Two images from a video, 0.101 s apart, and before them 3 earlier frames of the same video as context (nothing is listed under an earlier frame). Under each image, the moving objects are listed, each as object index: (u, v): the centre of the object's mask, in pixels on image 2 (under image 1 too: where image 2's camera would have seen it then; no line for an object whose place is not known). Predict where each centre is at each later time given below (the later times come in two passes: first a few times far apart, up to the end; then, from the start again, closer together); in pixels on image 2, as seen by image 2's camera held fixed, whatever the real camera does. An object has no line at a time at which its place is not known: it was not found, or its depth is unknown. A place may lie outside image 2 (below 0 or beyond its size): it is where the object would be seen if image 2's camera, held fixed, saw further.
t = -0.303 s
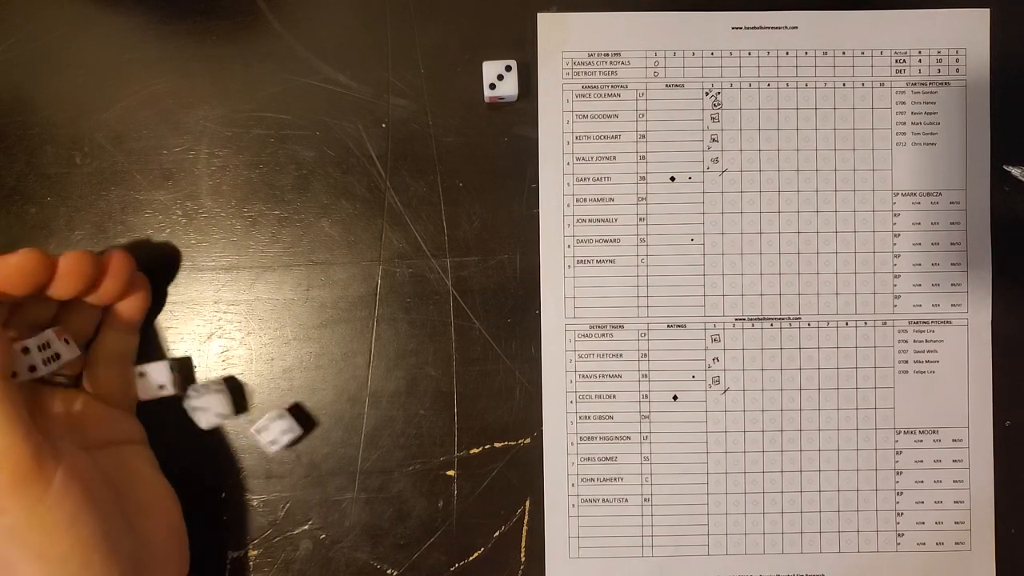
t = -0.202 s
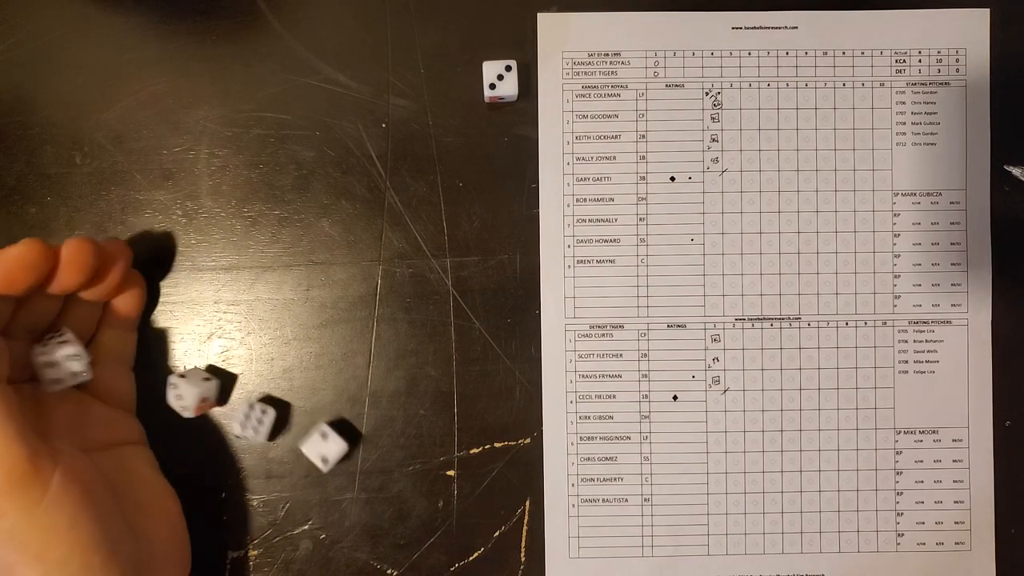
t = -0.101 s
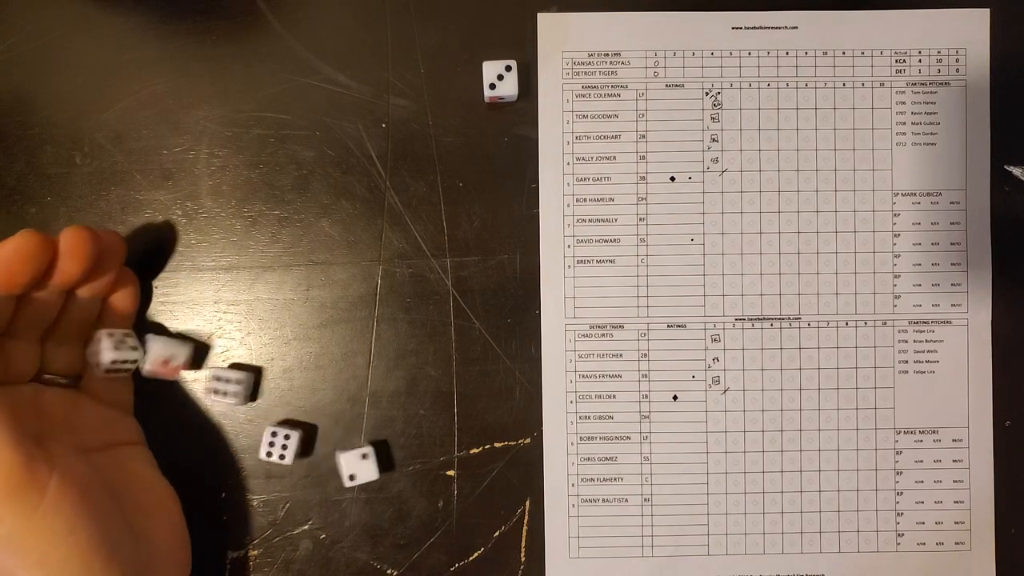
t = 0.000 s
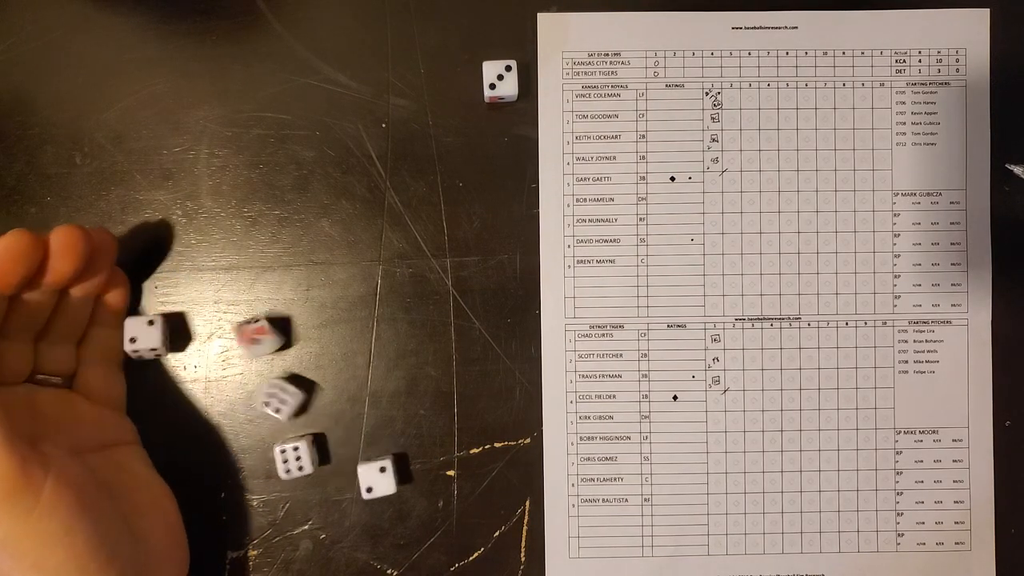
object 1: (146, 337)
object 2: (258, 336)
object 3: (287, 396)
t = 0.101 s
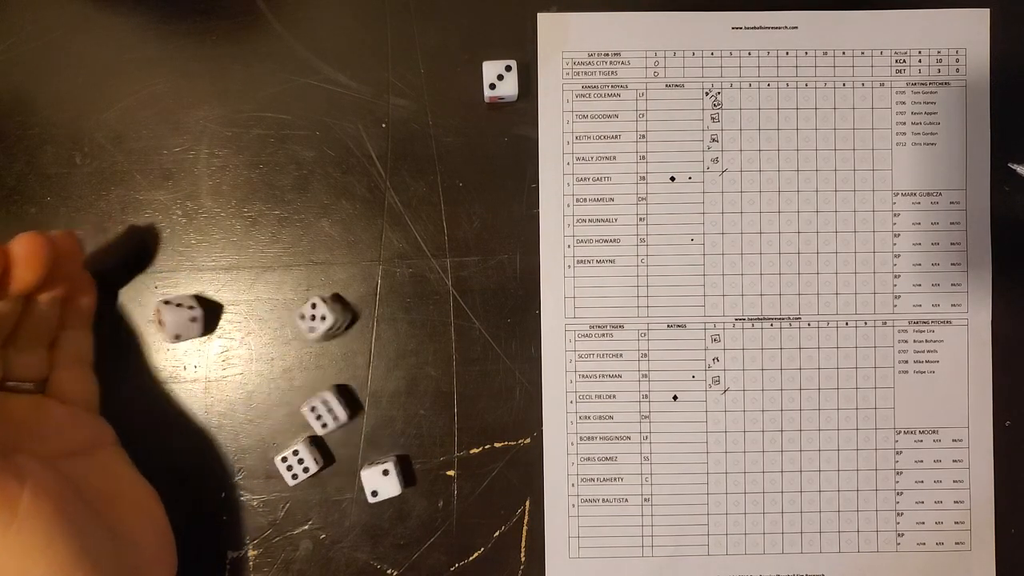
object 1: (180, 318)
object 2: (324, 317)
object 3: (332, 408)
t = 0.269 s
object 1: (212, 306)
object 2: (392, 292)
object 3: (351, 409)
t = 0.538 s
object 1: (224, 305)
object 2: (420, 273)
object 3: (351, 409)
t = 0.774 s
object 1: (225, 305)
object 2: (420, 273)
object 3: (351, 409)
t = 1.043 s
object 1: (224, 305)
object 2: (420, 273)
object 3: (350, 409)
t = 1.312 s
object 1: (225, 305)
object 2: (420, 273)
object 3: (351, 409)
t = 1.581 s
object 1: (225, 305)
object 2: (420, 273)
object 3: (351, 409)
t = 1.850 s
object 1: (224, 305)
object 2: (420, 273)
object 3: (351, 409)
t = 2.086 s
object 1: (225, 305)
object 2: (420, 273)
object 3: (351, 409)
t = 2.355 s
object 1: (224, 305)
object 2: (420, 273)
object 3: (351, 409)
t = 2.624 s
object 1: (225, 305)
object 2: (420, 273)
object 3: (350, 409)
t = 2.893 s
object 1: (225, 305)
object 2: (420, 273)
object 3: (350, 409)
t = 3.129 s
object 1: (225, 305)
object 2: (420, 273)
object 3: (350, 409)
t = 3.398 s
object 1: (225, 305)
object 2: (420, 273)
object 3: (351, 409)
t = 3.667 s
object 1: (225, 305)
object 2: (420, 273)
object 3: (351, 409)
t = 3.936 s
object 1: (225, 305)
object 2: (420, 273)
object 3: (351, 409)
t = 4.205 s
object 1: (224, 305)
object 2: (420, 273)
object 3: (351, 409)
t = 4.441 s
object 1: (225, 305)
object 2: (420, 273)
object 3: (351, 409)
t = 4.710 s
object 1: (225, 305)
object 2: (420, 273)
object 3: (351, 409)
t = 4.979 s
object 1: (225, 305)
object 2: (420, 273)
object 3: (351, 409)
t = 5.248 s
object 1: (225, 305)
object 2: (420, 273)
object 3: (351, 409)
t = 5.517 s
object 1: (224, 305)
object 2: (420, 273)
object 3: (351, 409)
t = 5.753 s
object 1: (225, 305)
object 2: (420, 273)
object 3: (351, 409)
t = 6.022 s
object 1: (225, 305)
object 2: (420, 273)
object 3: (351, 409)
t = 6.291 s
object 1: (224, 305)
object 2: (420, 273)
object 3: (351, 409)
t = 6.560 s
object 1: (224, 305)
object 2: (420, 273)
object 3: (351, 409)
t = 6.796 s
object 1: (224, 305)
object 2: (420, 273)
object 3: (351, 409)
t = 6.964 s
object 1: (224, 305)
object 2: (420, 273)
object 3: (351, 409)
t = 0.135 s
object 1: (190, 315)
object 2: (340, 313)
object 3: (339, 411)
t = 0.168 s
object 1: (198, 312)
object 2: (356, 307)
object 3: (346, 410)
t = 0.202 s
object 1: (203, 309)
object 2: (369, 301)
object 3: (350, 409)
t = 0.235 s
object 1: (209, 307)
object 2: (381, 298)
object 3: (351, 409)
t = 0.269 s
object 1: (212, 306)
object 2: (392, 292)
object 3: (351, 409)
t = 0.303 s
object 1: (216, 305)
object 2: (400, 289)
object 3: (351, 409)
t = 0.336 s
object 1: (219, 304)
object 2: (406, 286)
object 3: (351, 409)
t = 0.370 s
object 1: (221, 304)
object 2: (410, 282)
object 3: (351, 409)
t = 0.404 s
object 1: (222, 304)
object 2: (414, 278)
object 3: (351, 409)
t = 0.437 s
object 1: (223, 305)
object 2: (418, 276)
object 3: (351, 409)
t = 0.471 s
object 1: (224, 305)
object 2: (419, 274)
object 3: (351, 409)
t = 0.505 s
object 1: (224, 305)
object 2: (420, 274)
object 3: (351, 409)
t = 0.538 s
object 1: (224, 305)
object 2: (420, 273)
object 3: (351, 409)
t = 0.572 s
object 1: (224, 305)
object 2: (420, 273)
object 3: (351, 409)
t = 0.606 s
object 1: (224, 305)
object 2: (420, 273)
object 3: (351, 409)
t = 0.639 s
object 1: (224, 305)
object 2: (420, 273)
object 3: (351, 409)
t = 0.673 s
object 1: (224, 305)
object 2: (420, 273)
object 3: (351, 409)
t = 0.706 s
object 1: (224, 305)
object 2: (420, 273)
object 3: (351, 409)
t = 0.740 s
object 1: (225, 305)
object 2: (420, 273)
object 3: (351, 409)
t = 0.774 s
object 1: (225, 305)
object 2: (420, 273)
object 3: (351, 409)
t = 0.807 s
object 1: (224, 305)
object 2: (420, 273)
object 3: (351, 409)
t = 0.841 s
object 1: (225, 305)
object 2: (420, 273)
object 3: (351, 409)
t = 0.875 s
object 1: (224, 305)
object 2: (420, 273)
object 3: (351, 409)
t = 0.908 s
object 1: (224, 305)
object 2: (420, 273)
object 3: (351, 409)
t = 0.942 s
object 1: (224, 305)
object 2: (420, 273)
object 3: (351, 409)
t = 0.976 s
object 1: (225, 305)
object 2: (420, 273)
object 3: (351, 409)
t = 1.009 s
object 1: (225, 305)
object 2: (420, 273)
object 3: (351, 409)
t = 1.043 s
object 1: (224, 305)
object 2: (420, 273)
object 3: (350, 409)
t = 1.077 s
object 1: (224, 305)
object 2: (420, 273)
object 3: (351, 409)
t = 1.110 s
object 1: (224, 305)
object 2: (420, 273)
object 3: (351, 409)
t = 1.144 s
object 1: (224, 305)
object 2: (420, 273)
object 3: (351, 409)
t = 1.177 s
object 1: (225, 305)
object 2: (420, 273)
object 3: (351, 409)
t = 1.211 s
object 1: (225, 305)
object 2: (420, 273)
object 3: (351, 409)
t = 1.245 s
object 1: (225, 305)
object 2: (420, 273)
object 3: (351, 409)
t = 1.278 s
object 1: (225, 305)
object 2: (420, 273)
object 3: (351, 409)
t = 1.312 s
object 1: (225, 305)
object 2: (420, 273)
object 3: (351, 409)
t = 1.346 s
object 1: (225, 305)
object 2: (420, 273)
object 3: (351, 409)
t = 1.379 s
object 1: (225, 305)
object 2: (420, 273)
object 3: (351, 409)
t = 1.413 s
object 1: (225, 305)
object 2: (420, 273)
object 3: (351, 409)
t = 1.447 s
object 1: (225, 305)
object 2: (420, 273)
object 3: (351, 409)
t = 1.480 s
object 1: (225, 305)
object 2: (420, 273)
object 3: (351, 409)
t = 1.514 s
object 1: (225, 305)
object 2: (420, 273)
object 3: (351, 409)
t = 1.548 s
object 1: (225, 305)
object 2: (420, 273)
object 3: (351, 409)
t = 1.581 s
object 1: (225, 305)
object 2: (420, 273)
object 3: (351, 409)
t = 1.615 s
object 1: (224, 305)
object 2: (420, 273)
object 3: (351, 409)
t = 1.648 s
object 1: (225, 305)
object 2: (420, 273)
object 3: (351, 409)
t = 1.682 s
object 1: (225, 305)
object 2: (420, 273)
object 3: (351, 409)
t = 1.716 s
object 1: (225, 305)
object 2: (420, 273)
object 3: (351, 409)
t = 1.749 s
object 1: (224, 305)
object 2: (420, 273)
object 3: (351, 409)
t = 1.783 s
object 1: (224, 305)
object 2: (420, 273)
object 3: (351, 409)
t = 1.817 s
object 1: (224, 305)
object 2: (420, 273)
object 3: (351, 409)
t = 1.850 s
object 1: (224, 305)
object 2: (420, 273)
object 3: (351, 409)
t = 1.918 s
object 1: (225, 305)
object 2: (420, 273)
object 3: (351, 409)
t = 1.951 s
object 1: (225, 305)
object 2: (420, 273)
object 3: (351, 409)
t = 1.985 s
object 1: (225, 305)
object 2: (420, 273)
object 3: (351, 409)
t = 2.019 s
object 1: (225, 305)
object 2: (420, 273)
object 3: (351, 409)
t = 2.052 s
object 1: (225, 305)
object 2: (420, 273)
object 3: (351, 409)
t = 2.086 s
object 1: (225, 305)
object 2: (420, 273)
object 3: (351, 409)
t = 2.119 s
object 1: (225, 305)
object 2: (420, 273)
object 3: (351, 409)
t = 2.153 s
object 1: (225, 305)
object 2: (420, 273)
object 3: (351, 409)
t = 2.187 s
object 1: (225, 305)
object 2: (420, 273)
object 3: (351, 409)
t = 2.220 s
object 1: (225, 305)
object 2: (420, 273)
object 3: (351, 409)
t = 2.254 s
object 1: (225, 305)
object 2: (420, 273)
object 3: (351, 409)
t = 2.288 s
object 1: (225, 305)
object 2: (420, 273)
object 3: (351, 409)
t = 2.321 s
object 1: (225, 305)
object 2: (420, 273)
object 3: (351, 409)
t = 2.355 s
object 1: (224, 305)
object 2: (420, 273)
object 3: (351, 409)
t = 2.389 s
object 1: (224, 305)
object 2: (420, 273)
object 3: (351, 409)
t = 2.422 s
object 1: (225, 305)
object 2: (420, 273)
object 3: (351, 409)
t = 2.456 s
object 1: (225, 305)
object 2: (420, 273)
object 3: (351, 409)
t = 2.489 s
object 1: (225, 305)
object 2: (420, 273)
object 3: (351, 409)
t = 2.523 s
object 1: (225, 305)
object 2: (420, 273)
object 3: (351, 409)
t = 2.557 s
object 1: (224, 305)
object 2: (420, 273)
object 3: (350, 409)
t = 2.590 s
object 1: (225, 305)
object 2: (420, 273)
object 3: (350, 409)
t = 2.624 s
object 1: (225, 305)
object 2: (420, 273)
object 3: (350, 409)
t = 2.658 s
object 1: (224, 305)
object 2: (420, 273)
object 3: (350, 409)
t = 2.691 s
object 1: (225, 305)
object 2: (420, 273)
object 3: (350, 409)
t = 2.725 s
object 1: (224, 305)
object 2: (420, 273)
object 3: (350, 409)
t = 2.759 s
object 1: (225, 305)
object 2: (420, 273)
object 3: (350, 409)
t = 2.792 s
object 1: (225, 305)
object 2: (420, 273)
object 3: (350, 409)
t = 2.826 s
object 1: (225, 305)
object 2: (420, 273)
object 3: (350, 409)
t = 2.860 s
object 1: (225, 305)
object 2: (420, 273)
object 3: (350, 409)
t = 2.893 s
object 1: (225, 305)
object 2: (420, 273)
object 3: (350, 409)
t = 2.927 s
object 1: (225, 305)
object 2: (420, 273)
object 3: (351, 409)
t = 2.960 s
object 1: (225, 305)
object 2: (420, 273)
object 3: (351, 409)
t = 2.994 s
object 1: (225, 305)
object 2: (420, 273)
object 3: (351, 409)
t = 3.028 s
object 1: (224, 305)
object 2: (420, 273)
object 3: (351, 409)
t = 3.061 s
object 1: (224, 305)
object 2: (420, 273)
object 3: (351, 409)
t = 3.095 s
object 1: (225, 305)
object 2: (420, 273)
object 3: (351, 409)
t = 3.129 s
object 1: (225, 305)
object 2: (420, 273)
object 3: (350, 409)
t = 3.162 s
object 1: (224, 305)
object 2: (420, 273)
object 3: (351, 409)
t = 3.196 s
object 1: (225, 305)
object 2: (420, 273)
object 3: (350, 409)
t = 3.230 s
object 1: (224, 305)
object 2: (420, 273)
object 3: (350, 409)
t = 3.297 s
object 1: (224, 305)
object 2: (420, 273)
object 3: (350, 409)
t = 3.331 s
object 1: (225, 305)
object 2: (420, 273)
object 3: (351, 409)
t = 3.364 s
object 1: (225, 305)
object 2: (420, 273)
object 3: (351, 409)
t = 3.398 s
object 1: (225, 305)
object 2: (420, 273)
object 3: (351, 409)
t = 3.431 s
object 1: (225, 305)
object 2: (420, 273)
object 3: (351, 409)
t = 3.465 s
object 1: (224, 305)
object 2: (420, 273)
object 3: (351, 409)
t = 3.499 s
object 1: (225, 305)
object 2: (420, 273)
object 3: (351, 409)
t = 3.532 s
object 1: (225, 305)
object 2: (420, 273)
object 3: (350, 409)
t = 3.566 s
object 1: (225, 305)
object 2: (420, 273)
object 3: (351, 409)
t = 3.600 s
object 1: (225, 305)
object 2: (420, 273)
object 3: (351, 409)
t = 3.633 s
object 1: (225, 305)
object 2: (420, 273)
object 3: (351, 409)
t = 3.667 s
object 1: (225, 305)
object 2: (420, 273)
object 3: (351, 409)
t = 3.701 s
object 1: (225, 305)
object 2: (420, 273)
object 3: (351, 409)
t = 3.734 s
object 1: (224, 305)
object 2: (420, 273)
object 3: (351, 409)
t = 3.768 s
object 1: (224, 305)
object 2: (420, 273)
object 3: (351, 409)
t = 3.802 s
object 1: (224, 305)
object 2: (420, 273)
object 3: (351, 409)
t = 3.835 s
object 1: (225, 305)
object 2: (420, 273)
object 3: (351, 409)
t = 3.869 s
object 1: (224, 305)
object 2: (420, 273)
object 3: (351, 409)
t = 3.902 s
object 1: (224, 305)
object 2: (420, 273)
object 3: (351, 409)
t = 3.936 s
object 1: (225, 305)
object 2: (420, 273)
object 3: (351, 409)
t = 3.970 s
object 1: (225, 305)
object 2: (420, 273)
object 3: (351, 409)
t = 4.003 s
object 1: (224, 305)
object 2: (420, 273)
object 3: (350, 409)
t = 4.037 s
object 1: (224, 305)
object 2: (420, 273)
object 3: (351, 409)
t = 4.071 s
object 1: (225, 305)
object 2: (420, 273)
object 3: (351, 409)
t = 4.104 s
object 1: (225, 305)
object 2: (420, 273)
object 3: (351, 409)
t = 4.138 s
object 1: (225, 305)
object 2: (420, 273)
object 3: (351, 409)
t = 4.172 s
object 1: (224, 305)
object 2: (420, 273)
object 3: (351, 409)
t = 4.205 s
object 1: (224, 305)
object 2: (420, 273)
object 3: (351, 409)
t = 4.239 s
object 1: (225, 305)
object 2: (420, 273)
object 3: (351, 409)
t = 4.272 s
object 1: (225, 305)
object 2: (420, 273)
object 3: (351, 409)
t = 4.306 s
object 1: (225, 305)
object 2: (420, 273)
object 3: (351, 409)
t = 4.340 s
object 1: (225, 305)
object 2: (420, 273)
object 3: (351, 409)
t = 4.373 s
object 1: (225, 305)
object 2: (420, 273)
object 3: (351, 409)
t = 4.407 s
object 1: (224, 305)
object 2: (420, 273)
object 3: (351, 409)
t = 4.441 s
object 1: (225, 305)
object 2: (420, 273)
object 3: (351, 409)
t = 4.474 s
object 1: (225, 305)
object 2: (420, 273)
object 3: (351, 409)
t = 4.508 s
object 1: (225, 305)
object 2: (420, 273)
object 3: (351, 409)
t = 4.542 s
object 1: (225, 305)
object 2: (420, 273)
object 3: (351, 409)
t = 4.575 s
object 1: (225, 305)
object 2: (420, 273)
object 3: (351, 409)
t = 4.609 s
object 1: (225, 305)
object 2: (420, 273)
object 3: (351, 409)
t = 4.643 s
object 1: (225, 305)
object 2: (420, 273)
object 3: (351, 409)
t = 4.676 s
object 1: (225, 305)
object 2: (420, 273)
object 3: (351, 409)
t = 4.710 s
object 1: (225, 305)
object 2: (420, 273)
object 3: (351, 409)
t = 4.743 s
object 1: (225, 305)
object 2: (420, 273)
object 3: (351, 409)
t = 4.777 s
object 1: (225, 305)
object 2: (420, 273)
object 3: (351, 409)
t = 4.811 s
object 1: (224, 305)
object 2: (420, 273)
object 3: (351, 409)
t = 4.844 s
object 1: (224, 305)
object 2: (420, 273)
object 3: (351, 409)
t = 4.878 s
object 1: (225, 305)
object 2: (420, 273)
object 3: (351, 409)
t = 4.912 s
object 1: (224, 305)
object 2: (420, 273)
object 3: (351, 409)
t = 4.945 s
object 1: (224, 305)
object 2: (420, 273)
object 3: (351, 409)
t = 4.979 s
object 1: (225, 305)
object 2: (420, 273)
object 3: (351, 409)
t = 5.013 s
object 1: (225, 305)
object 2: (420, 273)
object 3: (351, 409)
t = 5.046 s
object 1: (224, 305)
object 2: (420, 273)
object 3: (351, 409)
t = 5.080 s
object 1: (224, 305)
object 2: (420, 273)
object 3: (351, 409)
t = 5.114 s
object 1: (225, 305)
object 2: (420, 273)
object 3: (351, 409)
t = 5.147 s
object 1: (225, 305)
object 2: (420, 273)
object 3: (351, 409)
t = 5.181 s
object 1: (224, 305)
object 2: (420, 273)
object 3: (351, 409)
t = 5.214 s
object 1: (224, 305)
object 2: (420, 273)
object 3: (351, 409)
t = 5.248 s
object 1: (225, 305)
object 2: (420, 273)
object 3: (351, 409)
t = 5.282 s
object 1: (224, 305)
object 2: (420, 273)
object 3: (351, 409)
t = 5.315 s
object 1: (224, 305)
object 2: (420, 273)
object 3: (351, 409)
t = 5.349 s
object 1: (224, 305)
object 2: (420, 273)
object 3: (351, 409)
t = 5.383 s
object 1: (225, 305)
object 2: (420, 273)
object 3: (351, 409)
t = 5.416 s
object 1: (224, 305)
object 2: (420, 273)
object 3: (351, 409)
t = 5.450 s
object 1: (224, 305)
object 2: (420, 273)
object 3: (351, 409)
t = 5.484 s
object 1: (225, 305)
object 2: (420, 273)
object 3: (351, 409)
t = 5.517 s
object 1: (224, 305)
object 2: (420, 273)
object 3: (351, 409)
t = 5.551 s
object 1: (224, 305)
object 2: (420, 273)
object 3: (351, 409)
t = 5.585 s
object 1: (225, 305)
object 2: (420, 273)
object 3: (351, 409)
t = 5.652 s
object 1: (224, 305)
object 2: (420, 273)
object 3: (351, 409)
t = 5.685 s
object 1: (224, 305)
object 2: (420, 273)
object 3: (351, 409)
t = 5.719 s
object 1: (225, 305)
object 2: (420, 273)
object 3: (351, 409)
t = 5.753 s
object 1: (225, 305)
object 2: (420, 273)
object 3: (351, 409)
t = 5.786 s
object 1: (224, 305)
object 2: (420, 273)
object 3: (351, 409)
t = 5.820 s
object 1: (225, 305)
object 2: (420, 273)
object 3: (351, 409)
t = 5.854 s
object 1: (224, 305)
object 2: (420, 273)
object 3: (351, 409)
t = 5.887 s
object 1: (225, 305)
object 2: (420, 273)
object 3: (351, 409)
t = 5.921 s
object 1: (224, 305)
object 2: (420, 273)
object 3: (351, 409)
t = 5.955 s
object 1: (225, 305)
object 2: (420, 273)
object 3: (351, 409)
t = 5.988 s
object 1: (225, 305)
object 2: (420, 273)
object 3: (351, 409)
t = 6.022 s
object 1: (225, 305)
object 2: (420, 273)
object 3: (351, 409)
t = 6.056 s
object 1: (225, 305)
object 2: (420, 273)
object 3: (351, 409)
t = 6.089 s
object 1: (225, 305)
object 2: (420, 273)
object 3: (351, 409)
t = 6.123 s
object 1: (225, 305)
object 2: (420, 273)
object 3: (351, 409)
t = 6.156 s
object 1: (225, 305)
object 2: (420, 273)
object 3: (351, 409)
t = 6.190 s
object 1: (225, 305)
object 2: (420, 273)
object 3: (351, 409)
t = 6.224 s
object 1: (225, 305)
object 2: (420, 273)
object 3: (351, 409)
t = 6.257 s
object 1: (225, 305)
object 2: (420, 273)
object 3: (351, 409)
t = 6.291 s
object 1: (224, 305)
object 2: (420, 273)
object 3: (351, 409)
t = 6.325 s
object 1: (224, 305)
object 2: (420, 273)
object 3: (351, 409)
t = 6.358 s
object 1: (224, 305)
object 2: (420, 273)
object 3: (351, 409)
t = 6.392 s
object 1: (224, 305)
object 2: (420, 273)
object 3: (351, 409)
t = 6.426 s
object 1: (224, 305)
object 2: (420, 273)
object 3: (351, 409)
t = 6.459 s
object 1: (224, 305)
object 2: (420, 273)
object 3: (351, 409)
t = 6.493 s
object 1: (224, 305)
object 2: (420, 273)
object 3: (350, 410)
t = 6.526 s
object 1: (224, 305)
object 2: (420, 273)
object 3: (351, 409)
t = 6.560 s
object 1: (224, 305)
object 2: (420, 273)
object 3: (351, 409)
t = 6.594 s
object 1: (224, 305)
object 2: (420, 273)
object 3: (351, 409)
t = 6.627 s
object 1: (225, 304)
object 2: (420, 273)
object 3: (351, 409)
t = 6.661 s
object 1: (224, 305)
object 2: (420, 273)
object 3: (350, 409)
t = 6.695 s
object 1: (225, 305)
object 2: (420, 273)
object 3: (351, 409)
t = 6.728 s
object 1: (225, 305)
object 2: (420, 273)
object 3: (351, 409)
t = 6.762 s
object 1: (225, 305)
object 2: (420, 273)
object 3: (351, 409)
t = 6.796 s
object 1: (224, 305)
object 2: (420, 273)
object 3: (351, 409)
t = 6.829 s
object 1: (224, 305)
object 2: (420, 273)
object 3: (351, 409)
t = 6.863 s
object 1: (224, 305)
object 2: (420, 273)
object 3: (351, 409)
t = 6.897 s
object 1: (224, 305)
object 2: (420, 273)
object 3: (351, 409)
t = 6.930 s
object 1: (224, 305)
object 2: (420, 273)
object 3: (351, 409)
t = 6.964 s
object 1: (224, 305)
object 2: (420, 273)
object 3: (351, 409)
